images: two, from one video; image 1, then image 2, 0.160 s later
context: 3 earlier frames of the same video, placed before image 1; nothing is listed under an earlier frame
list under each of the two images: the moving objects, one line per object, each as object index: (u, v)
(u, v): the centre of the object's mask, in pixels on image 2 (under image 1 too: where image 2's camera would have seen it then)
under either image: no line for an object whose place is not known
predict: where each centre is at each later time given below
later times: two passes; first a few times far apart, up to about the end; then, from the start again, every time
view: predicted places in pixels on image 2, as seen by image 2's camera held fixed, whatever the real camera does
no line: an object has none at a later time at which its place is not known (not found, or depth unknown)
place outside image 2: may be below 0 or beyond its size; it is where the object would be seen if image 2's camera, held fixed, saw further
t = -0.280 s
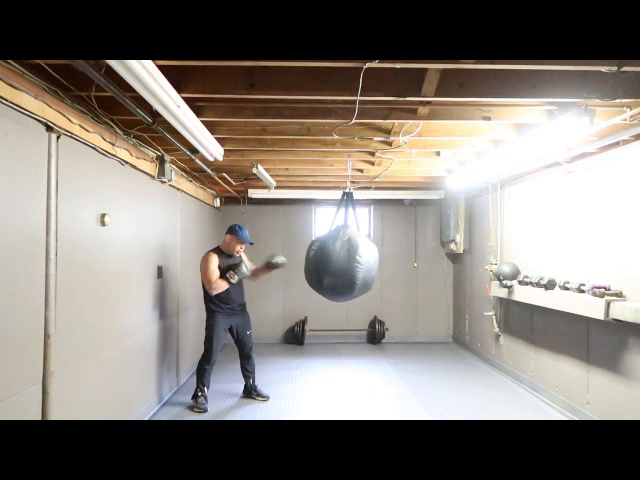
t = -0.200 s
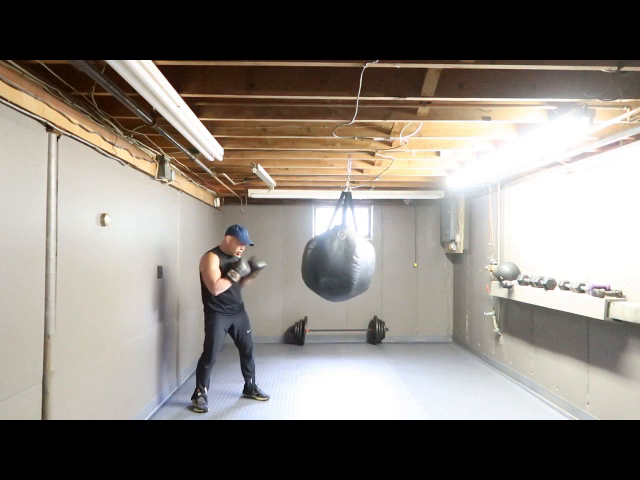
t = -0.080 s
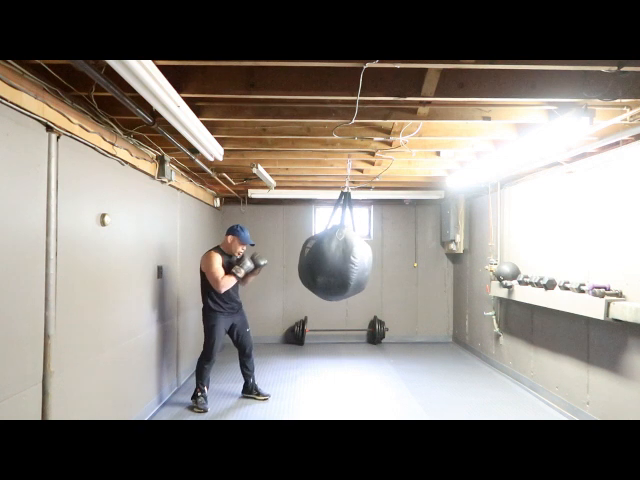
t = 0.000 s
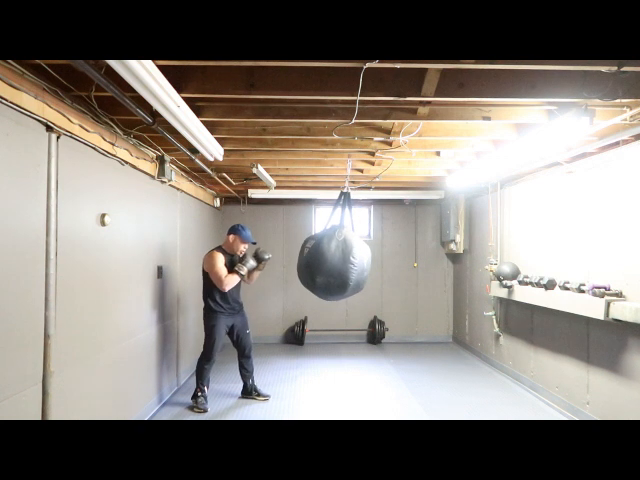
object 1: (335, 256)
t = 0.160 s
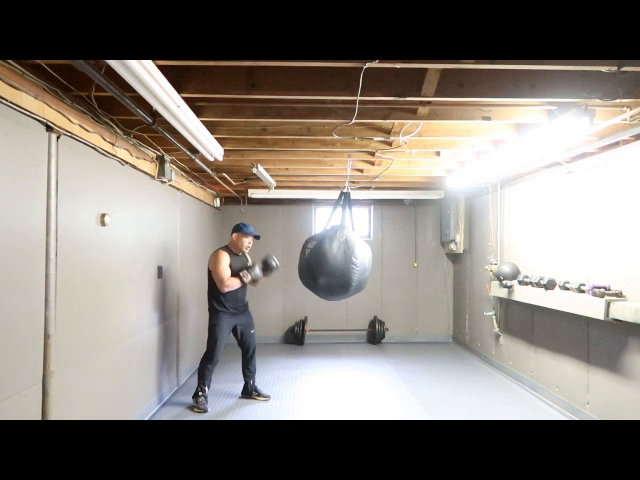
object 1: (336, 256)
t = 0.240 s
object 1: (337, 258)
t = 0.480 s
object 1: (346, 260)
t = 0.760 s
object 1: (358, 260)
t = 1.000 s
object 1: (363, 260)
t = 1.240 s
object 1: (361, 260)
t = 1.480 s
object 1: (353, 261)
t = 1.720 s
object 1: (342, 260)
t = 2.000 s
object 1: (336, 259)
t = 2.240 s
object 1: (339, 259)
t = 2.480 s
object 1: (347, 259)
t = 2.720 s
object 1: (357, 260)
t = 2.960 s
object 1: (363, 257)
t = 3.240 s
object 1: (360, 258)
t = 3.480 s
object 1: (351, 261)
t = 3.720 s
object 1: (340, 261)
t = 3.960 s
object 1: (335, 261)
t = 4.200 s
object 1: (337, 261)
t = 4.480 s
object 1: (347, 261)
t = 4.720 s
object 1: (357, 261)
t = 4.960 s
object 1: (363, 261)
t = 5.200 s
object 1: (362, 263)
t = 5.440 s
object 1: (353, 264)
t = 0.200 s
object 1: (336, 257)
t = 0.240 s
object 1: (337, 258)
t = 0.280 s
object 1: (338, 257)
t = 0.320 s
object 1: (339, 257)
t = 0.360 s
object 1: (341, 259)
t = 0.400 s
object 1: (343, 259)
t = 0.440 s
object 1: (344, 260)
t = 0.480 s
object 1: (346, 260)
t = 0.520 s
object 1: (348, 260)
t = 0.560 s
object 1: (349, 260)
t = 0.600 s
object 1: (351, 260)
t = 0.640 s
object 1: (353, 260)
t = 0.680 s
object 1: (355, 260)
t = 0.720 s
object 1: (356, 260)
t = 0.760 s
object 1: (358, 260)
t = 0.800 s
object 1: (359, 260)
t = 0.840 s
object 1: (360, 260)
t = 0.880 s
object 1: (361, 260)
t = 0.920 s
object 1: (362, 260)
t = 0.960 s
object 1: (363, 260)
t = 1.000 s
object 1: (363, 260)
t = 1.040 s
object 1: (363, 260)
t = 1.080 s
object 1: (363, 260)
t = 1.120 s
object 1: (363, 260)
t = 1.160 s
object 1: (363, 260)
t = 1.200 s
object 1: (362, 260)
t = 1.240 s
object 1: (361, 260)
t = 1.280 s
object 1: (360, 261)
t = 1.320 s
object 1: (359, 261)
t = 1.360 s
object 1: (357, 261)
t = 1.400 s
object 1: (356, 261)
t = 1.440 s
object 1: (354, 261)
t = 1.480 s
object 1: (353, 261)
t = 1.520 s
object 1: (351, 261)
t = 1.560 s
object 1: (349, 261)
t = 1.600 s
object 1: (347, 261)
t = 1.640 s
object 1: (345, 261)
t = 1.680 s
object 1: (344, 260)
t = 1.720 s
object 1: (342, 260)
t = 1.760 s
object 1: (341, 260)
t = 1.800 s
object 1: (339, 260)
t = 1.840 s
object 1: (338, 260)
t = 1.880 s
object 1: (337, 259)
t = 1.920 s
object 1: (336, 259)
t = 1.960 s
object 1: (336, 259)
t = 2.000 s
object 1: (336, 259)
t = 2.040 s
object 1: (336, 259)
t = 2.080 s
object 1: (336, 259)
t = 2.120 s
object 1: (336, 259)
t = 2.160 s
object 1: (337, 259)
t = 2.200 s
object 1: (338, 259)
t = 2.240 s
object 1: (339, 259)
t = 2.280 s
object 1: (340, 259)
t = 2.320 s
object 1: (341, 259)
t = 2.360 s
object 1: (342, 259)
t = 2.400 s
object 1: (344, 259)
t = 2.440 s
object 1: (346, 259)
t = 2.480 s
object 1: (347, 259)
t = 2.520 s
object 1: (349, 260)
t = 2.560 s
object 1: (351, 259)
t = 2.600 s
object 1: (352, 259)
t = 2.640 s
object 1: (354, 259)
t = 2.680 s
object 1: (356, 258)
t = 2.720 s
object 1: (357, 260)
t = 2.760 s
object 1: (359, 260)
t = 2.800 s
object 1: (360, 258)
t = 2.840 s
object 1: (361, 258)
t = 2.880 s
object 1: (362, 258)
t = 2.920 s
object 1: (362, 257)
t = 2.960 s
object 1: (363, 257)
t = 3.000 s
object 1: (363, 257)
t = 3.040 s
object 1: (363, 257)
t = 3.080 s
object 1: (363, 257)
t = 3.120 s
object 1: (363, 257)
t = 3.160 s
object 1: (362, 257)
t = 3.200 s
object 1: (361, 257)
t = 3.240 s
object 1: (360, 258)
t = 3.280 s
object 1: (359, 258)
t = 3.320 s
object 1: (358, 258)
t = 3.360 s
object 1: (356, 258)
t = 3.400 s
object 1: (355, 258)
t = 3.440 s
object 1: (353, 261)
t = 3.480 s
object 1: (351, 261)
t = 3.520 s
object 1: (349, 261)
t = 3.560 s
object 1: (347, 261)
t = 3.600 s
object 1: (345, 261)
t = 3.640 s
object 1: (344, 261)
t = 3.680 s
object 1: (342, 261)
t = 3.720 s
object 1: (340, 261)
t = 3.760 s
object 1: (339, 261)
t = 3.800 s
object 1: (338, 261)
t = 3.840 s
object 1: (337, 261)
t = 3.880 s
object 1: (336, 261)
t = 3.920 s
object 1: (335, 261)
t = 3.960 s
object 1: (335, 261)
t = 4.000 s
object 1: (335, 261)
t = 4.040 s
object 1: (335, 261)
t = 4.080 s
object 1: (335, 261)
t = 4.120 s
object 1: (336, 261)
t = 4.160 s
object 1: (336, 261)
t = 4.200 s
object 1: (337, 261)
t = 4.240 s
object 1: (338, 261)
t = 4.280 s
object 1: (339, 261)
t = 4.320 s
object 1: (341, 261)
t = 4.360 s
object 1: (342, 261)
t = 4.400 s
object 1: (344, 261)
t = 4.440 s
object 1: (346, 262)
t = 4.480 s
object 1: (347, 261)
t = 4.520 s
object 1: (349, 262)
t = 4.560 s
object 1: (351, 262)
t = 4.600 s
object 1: (353, 262)
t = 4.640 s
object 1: (354, 262)
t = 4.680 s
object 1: (356, 261)
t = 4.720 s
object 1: (357, 261)
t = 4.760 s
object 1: (359, 261)
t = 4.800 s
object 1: (360, 261)
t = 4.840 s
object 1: (361, 261)
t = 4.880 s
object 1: (362, 261)
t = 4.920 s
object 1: (363, 261)
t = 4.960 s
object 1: (363, 261)
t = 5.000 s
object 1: (363, 261)
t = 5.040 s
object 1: (363, 261)
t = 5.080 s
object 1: (363, 261)
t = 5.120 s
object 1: (363, 261)
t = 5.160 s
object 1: (362, 261)
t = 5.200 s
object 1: (362, 263)
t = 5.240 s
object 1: (360, 261)
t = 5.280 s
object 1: (359, 261)
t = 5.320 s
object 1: (358, 262)
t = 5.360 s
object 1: (356, 264)
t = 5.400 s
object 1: (355, 264)
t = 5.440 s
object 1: (353, 264)
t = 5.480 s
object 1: (351, 264)
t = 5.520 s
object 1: (349, 262)
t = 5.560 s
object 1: (347, 264)
